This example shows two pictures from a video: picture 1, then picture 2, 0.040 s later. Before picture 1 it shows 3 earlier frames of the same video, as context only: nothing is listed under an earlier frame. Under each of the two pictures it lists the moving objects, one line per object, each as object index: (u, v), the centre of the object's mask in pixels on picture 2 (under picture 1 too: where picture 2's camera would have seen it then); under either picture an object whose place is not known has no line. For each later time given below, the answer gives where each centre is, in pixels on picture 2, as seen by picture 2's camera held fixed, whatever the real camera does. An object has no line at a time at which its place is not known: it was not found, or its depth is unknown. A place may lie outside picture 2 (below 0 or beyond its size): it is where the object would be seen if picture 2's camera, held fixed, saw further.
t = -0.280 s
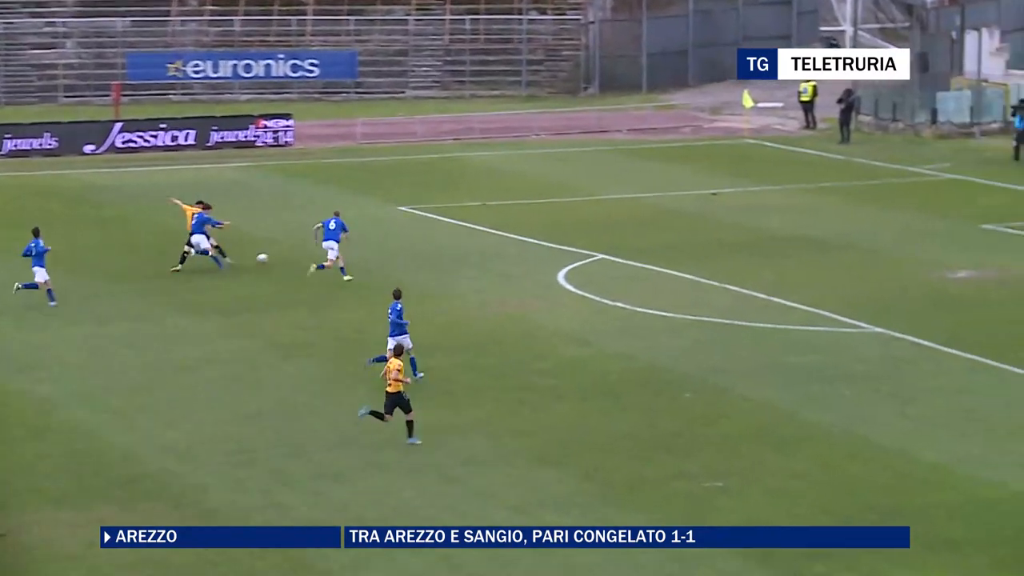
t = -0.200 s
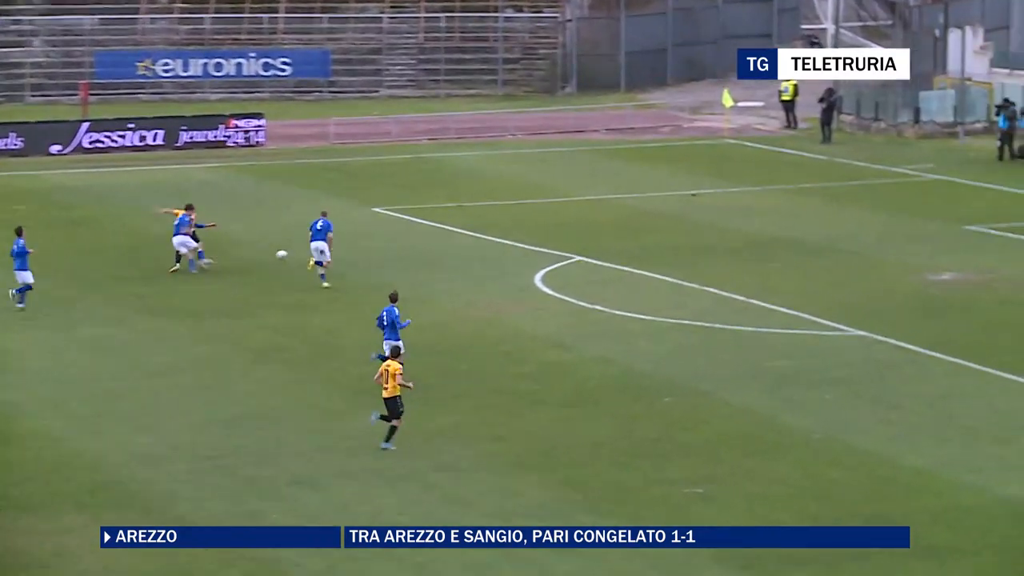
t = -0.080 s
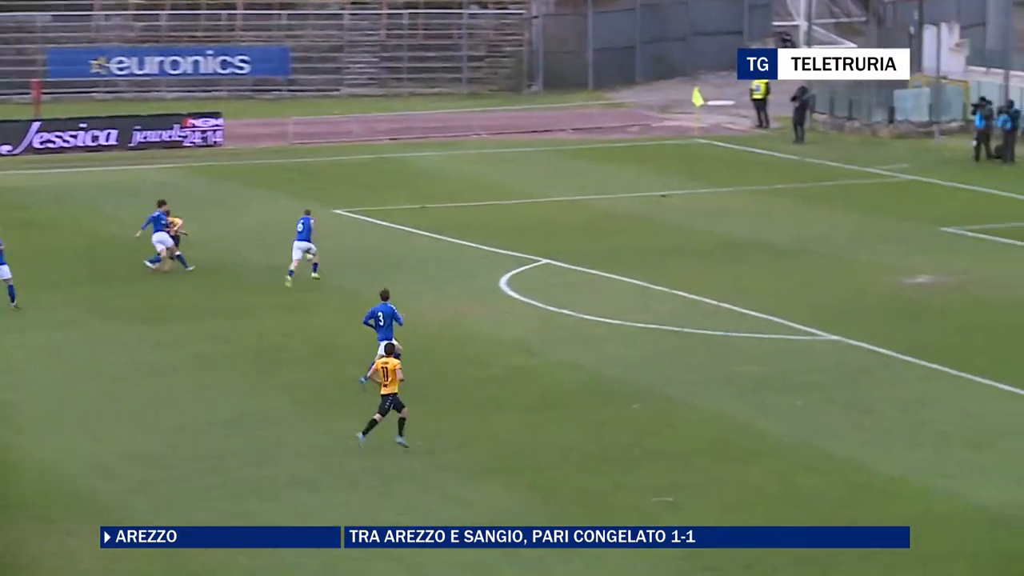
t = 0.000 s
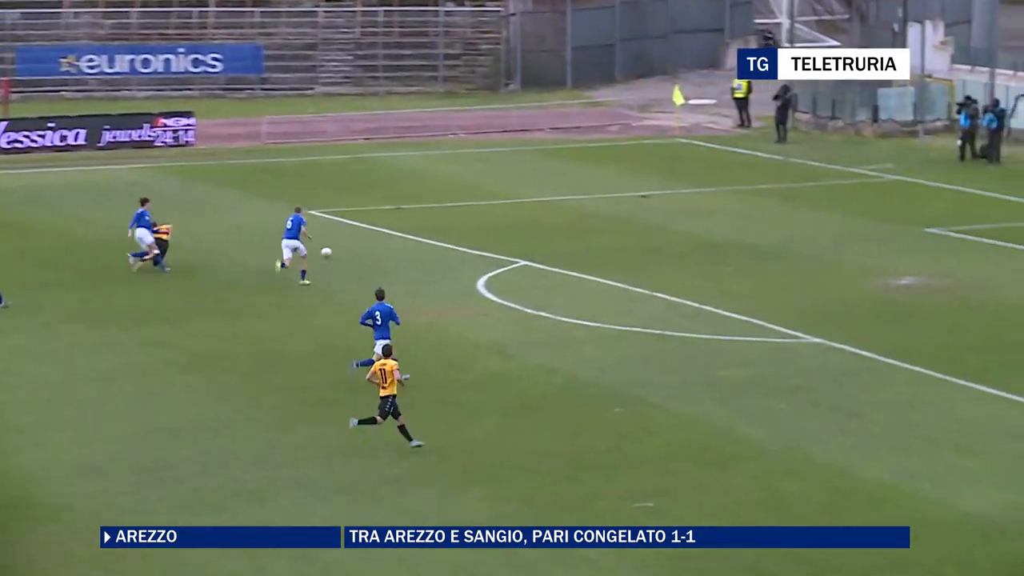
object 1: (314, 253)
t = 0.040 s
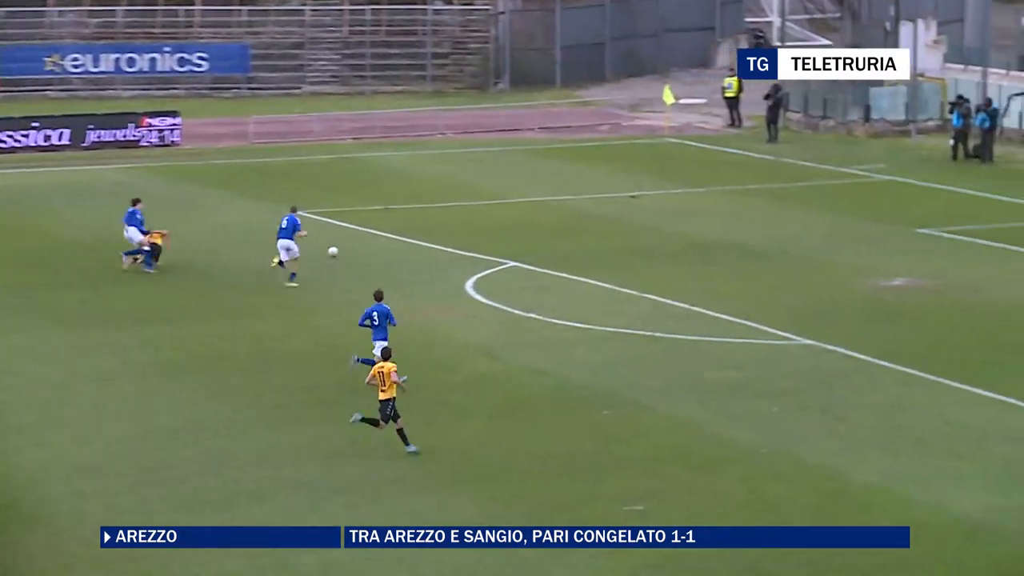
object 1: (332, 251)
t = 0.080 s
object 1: (351, 251)
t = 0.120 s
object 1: (369, 249)
